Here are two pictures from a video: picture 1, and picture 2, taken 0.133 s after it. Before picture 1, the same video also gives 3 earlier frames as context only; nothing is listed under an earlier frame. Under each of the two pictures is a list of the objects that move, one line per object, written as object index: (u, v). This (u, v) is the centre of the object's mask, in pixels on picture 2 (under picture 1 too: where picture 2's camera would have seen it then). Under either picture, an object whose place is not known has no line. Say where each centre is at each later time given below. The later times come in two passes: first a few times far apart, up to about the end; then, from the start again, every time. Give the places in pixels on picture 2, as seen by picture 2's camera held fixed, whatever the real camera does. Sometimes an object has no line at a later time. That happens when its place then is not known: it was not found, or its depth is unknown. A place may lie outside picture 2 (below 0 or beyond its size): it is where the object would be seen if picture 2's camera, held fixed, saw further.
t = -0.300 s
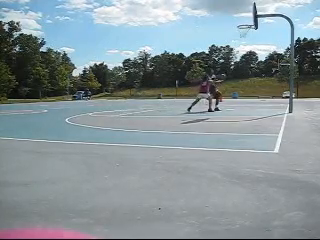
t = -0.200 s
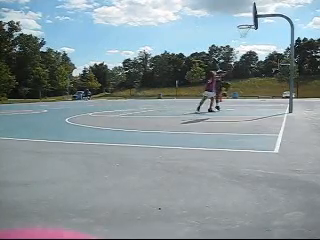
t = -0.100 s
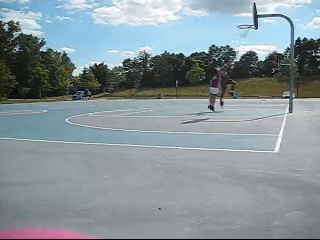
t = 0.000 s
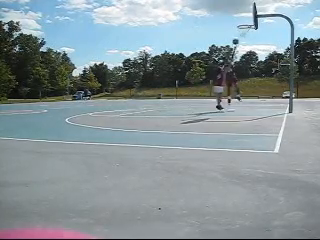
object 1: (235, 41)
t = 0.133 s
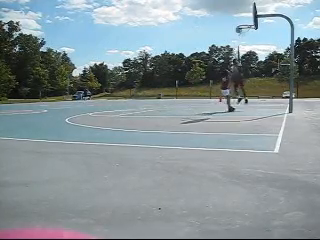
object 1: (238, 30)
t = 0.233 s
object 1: (241, 23)
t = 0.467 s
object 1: (247, 19)
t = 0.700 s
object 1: (251, 26)
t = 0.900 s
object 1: (247, 33)
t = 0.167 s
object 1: (239, 27)
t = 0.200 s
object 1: (240, 25)
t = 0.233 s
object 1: (241, 23)
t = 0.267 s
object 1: (242, 22)
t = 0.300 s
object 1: (243, 21)
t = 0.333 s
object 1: (244, 20)
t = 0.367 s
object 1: (244, 19)
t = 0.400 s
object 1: (245, 19)
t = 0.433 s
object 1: (246, 19)
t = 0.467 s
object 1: (247, 19)
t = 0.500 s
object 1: (248, 20)
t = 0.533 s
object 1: (249, 21)
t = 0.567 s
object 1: (250, 22)
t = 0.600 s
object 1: (250, 23)
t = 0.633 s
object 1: (251, 25)
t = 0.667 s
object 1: (251, 26)
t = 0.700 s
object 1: (251, 26)
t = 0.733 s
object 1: (251, 27)
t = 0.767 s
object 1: (250, 27)
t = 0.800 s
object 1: (249, 28)
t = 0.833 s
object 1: (249, 29)
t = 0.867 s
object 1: (248, 31)
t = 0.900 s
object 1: (247, 33)
